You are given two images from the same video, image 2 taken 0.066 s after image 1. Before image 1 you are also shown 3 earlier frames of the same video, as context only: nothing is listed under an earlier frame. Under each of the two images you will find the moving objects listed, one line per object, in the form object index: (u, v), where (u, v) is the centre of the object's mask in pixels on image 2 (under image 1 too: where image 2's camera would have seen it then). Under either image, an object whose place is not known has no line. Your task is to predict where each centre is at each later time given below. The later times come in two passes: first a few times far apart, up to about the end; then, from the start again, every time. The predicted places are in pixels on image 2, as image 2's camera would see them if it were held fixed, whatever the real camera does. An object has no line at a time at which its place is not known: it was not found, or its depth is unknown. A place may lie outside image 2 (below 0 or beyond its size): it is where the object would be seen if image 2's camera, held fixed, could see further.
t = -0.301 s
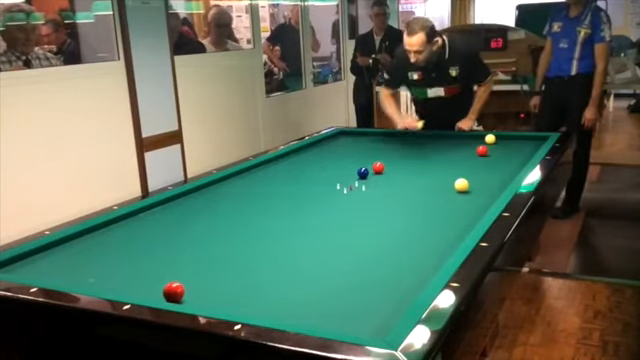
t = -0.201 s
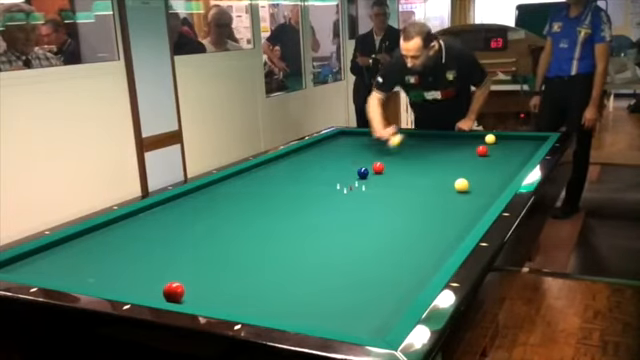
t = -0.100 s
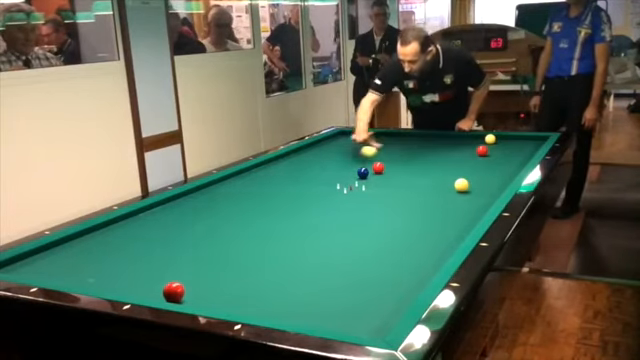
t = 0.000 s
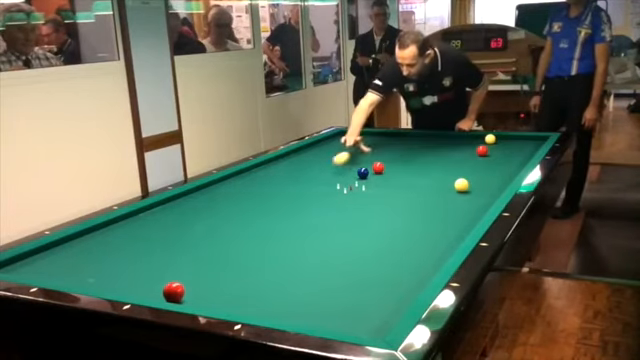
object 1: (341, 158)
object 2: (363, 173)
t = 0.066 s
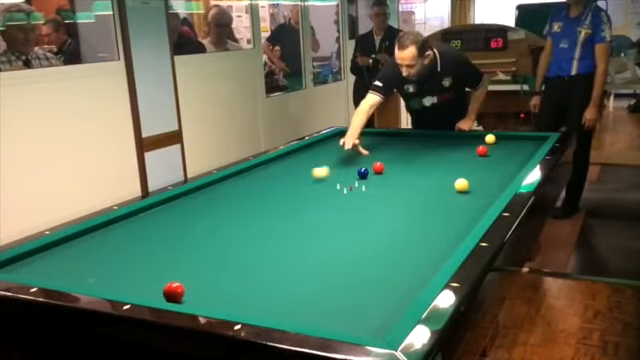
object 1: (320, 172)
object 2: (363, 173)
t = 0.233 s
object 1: (265, 190)
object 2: (363, 173)
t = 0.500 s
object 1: (157, 227)
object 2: (363, 173)
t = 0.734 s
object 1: (39, 265)
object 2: (363, 173)
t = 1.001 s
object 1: (80, 240)
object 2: (363, 173)
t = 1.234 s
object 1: (125, 217)
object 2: (363, 173)
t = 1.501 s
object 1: (171, 202)
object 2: (363, 173)
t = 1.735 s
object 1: (205, 191)
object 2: (363, 173)
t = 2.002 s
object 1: (237, 180)
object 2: (363, 173)
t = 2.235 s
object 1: (263, 171)
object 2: (363, 173)
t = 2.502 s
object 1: (289, 162)
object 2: (363, 173)
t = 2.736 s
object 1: (309, 155)
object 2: (363, 173)
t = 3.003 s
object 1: (330, 148)
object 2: (363, 173)
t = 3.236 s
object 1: (346, 143)
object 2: (363, 173)
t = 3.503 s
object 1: (364, 137)
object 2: (363, 173)
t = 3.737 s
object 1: (376, 133)
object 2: (363, 173)
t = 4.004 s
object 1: (373, 136)
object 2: (363, 173)
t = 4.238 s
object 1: (372, 139)
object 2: (363, 173)
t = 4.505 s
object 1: (371, 142)
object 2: (363, 173)
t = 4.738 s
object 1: (369, 145)
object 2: (363, 173)
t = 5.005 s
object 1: (368, 148)
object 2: (363, 173)
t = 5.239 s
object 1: (367, 151)
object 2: (363, 173)
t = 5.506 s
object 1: (365, 155)
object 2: (363, 173)
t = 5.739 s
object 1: (364, 158)
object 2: (363, 173)
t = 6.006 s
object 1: (362, 161)
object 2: (363, 173)
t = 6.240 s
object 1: (361, 163)
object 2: (363, 173)
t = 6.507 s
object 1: (358, 166)
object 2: (362, 173)
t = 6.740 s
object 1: (355, 170)
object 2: (364, 174)
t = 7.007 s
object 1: (352, 172)
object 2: (367, 176)
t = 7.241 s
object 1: (348, 173)
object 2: (370, 178)
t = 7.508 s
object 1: (345, 174)
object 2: (373, 180)
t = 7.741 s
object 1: (342, 175)
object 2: (376, 182)
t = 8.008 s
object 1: (339, 176)
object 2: (379, 183)
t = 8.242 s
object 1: (337, 177)
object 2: (381, 185)
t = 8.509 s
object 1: (334, 178)
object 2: (384, 186)
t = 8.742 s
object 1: (333, 179)
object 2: (386, 187)
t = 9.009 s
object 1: (331, 179)
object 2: (388, 189)
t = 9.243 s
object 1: (329, 180)
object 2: (390, 190)
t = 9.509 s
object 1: (329, 180)
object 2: (392, 191)
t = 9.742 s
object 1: (329, 180)
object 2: (394, 192)
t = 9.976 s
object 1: (328, 180)
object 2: (395, 193)
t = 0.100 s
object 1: (309, 173)
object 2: (363, 173)
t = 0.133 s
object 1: (299, 175)
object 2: (363, 173)
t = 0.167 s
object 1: (288, 179)
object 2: (363, 173)
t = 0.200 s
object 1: (276, 186)
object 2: (363, 173)
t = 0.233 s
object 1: (265, 190)
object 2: (363, 173)
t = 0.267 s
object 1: (252, 193)
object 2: (363, 173)
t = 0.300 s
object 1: (240, 198)
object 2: (363, 173)
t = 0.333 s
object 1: (227, 203)
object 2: (363, 173)
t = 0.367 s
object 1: (214, 207)
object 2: (363, 173)
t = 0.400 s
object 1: (200, 213)
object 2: (363, 173)
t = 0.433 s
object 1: (186, 217)
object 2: (363, 173)
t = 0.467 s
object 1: (171, 222)
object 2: (363, 173)
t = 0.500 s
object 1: (157, 227)
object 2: (363, 173)
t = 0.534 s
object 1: (141, 232)
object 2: (363, 173)
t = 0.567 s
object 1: (125, 237)
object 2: (363, 173)
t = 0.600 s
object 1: (109, 242)
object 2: (363, 173)
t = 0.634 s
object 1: (92, 248)
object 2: (363, 173)
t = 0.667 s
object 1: (76, 253)
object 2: (363, 173)
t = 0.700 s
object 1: (58, 259)
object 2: (363, 173)
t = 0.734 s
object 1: (39, 265)
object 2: (363, 173)
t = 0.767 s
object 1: (22, 269)
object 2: (363, 173)
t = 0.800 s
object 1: (21, 268)
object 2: (363, 173)
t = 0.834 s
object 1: (33, 263)
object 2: (363, 173)
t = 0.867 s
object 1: (44, 258)
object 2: (363, 173)
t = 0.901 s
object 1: (54, 253)
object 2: (363, 173)
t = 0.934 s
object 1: (63, 248)
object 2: (363, 173)
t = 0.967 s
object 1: (72, 244)
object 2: (363, 173)
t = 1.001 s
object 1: (80, 240)
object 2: (363, 173)
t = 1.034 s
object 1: (88, 236)
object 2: (363, 173)
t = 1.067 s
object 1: (95, 232)
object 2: (363, 173)
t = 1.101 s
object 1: (101, 229)
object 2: (363, 173)
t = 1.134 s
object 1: (107, 225)
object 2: (363, 173)
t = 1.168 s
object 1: (113, 222)
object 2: (363, 173)
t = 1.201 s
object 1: (118, 219)
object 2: (363, 173)
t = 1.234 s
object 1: (125, 217)
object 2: (363, 173)
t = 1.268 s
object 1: (131, 215)
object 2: (363, 173)
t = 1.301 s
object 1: (137, 213)
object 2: (363, 173)
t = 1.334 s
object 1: (143, 211)
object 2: (363, 173)
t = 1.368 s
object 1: (149, 209)
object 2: (363, 173)
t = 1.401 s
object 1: (155, 207)
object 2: (363, 173)
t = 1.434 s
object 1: (160, 206)
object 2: (363, 173)
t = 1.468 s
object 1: (166, 204)
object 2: (363, 173)
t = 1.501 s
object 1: (171, 202)
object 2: (363, 173)
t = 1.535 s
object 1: (176, 200)
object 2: (363, 173)
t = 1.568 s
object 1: (181, 198)
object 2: (363, 173)
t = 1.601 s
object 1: (186, 197)
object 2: (363, 173)
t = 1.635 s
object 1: (190, 195)
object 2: (363, 173)
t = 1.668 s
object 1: (195, 194)
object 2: (363, 173)
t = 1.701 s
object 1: (200, 192)
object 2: (363, 173)
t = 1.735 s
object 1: (205, 191)
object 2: (363, 173)
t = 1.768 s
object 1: (209, 189)
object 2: (363, 173)
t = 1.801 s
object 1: (213, 188)
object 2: (363, 173)
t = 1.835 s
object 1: (217, 186)
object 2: (363, 173)
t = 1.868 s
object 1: (221, 185)
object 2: (363, 173)
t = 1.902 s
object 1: (226, 184)
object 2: (363, 173)
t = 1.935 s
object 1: (230, 182)
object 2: (363, 173)
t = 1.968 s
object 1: (234, 181)
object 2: (363, 173)
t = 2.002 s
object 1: (237, 180)
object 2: (363, 173)
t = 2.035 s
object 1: (241, 178)
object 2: (363, 173)
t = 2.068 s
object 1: (245, 177)
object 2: (363, 173)
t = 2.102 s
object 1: (249, 176)
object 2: (363, 173)
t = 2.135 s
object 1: (252, 175)
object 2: (363, 173)
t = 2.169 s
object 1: (256, 173)
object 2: (363, 173)
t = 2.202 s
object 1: (259, 172)
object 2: (363, 173)
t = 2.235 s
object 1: (263, 171)
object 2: (363, 173)
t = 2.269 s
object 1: (266, 170)
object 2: (363, 173)
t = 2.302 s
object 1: (270, 169)
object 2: (363, 173)
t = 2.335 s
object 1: (273, 168)
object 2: (363, 173)
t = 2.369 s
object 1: (276, 166)
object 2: (363, 173)
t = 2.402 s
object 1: (280, 165)
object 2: (363, 173)
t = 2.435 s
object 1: (283, 164)
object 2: (363, 173)
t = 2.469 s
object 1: (286, 163)
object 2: (363, 173)
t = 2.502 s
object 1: (289, 162)
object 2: (363, 173)
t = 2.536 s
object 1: (292, 161)
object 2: (363, 173)
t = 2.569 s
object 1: (295, 160)
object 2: (363, 173)
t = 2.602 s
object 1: (298, 159)
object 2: (363, 173)
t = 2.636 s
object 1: (301, 158)
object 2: (363, 173)
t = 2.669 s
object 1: (304, 157)
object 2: (363, 173)
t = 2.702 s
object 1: (307, 156)
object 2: (363, 173)
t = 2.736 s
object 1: (309, 155)
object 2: (363, 173)
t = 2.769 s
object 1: (312, 155)
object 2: (363, 173)
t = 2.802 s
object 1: (315, 154)
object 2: (363, 173)
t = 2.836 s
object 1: (317, 153)
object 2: (363, 173)
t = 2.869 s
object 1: (320, 152)
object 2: (363, 173)
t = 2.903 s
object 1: (323, 151)
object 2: (363, 173)
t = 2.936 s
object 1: (325, 150)
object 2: (363, 173)
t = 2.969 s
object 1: (328, 149)
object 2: (363, 173)
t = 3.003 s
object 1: (330, 148)
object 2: (363, 173)
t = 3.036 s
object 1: (333, 147)
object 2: (363, 173)
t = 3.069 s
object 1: (335, 147)
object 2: (363, 173)
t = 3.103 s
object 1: (337, 146)
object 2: (363, 173)
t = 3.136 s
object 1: (340, 145)
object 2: (363, 173)
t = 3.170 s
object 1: (342, 144)
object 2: (363, 173)
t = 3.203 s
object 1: (344, 143)
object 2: (363, 173)
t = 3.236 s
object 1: (346, 143)
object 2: (363, 173)
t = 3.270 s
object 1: (349, 142)
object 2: (363, 173)
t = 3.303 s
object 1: (351, 141)
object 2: (363, 173)
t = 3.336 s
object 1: (353, 140)
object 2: (363, 173)
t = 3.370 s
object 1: (355, 140)
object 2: (363, 173)
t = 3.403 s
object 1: (357, 139)
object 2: (363, 173)
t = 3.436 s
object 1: (359, 138)
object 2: (363, 173)
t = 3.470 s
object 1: (361, 137)
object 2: (363, 173)
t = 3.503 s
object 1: (364, 137)
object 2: (363, 173)
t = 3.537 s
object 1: (366, 136)
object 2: (363, 173)
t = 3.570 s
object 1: (367, 135)
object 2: (363, 173)
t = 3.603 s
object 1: (369, 135)
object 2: (363, 173)
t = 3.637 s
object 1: (371, 134)
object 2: (363, 173)
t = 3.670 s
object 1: (373, 134)
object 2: (363, 173)
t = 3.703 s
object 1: (375, 133)
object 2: (363, 173)
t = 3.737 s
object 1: (376, 133)
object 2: (363, 173)
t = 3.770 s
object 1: (375, 134)
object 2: (363, 173)
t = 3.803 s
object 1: (375, 134)
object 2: (363, 173)
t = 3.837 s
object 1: (374, 134)
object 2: (363, 173)
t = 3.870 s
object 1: (374, 135)
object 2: (363, 173)
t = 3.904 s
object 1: (374, 135)
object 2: (363, 173)
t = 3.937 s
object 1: (373, 136)
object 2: (363, 173)
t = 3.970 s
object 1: (373, 136)
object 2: (363, 173)
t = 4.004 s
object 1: (373, 136)
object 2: (363, 173)
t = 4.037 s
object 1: (373, 137)
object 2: (363, 173)
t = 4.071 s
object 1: (373, 137)
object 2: (363, 173)
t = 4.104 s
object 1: (373, 137)
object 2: (363, 173)
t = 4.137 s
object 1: (373, 138)
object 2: (363, 173)
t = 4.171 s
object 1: (372, 138)
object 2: (363, 173)
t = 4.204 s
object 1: (372, 139)
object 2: (363, 173)
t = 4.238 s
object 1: (372, 139)
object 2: (363, 173)
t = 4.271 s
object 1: (372, 139)
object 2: (363, 173)
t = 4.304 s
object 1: (372, 140)
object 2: (363, 173)
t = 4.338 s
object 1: (372, 140)
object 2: (363, 173)
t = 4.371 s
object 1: (371, 140)
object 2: (363, 173)
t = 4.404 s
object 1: (371, 141)
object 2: (363, 173)
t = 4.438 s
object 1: (371, 141)
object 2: (363, 173)
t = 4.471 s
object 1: (371, 142)
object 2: (363, 173)
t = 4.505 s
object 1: (371, 142)
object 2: (363, 173)
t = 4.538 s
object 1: (371, 142)
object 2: (363, 173)
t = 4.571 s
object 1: (370, 143)
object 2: (363, 173)
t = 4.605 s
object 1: (370, 143)
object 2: (363, 173)
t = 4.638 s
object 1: (370, 144)
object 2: (363, 173)
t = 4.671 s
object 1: (370, 144)
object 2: (363, 173)
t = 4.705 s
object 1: (370, 145)
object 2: (363, 173)
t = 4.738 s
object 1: (369, 145)
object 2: (363, 173)
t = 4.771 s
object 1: (369, 145)
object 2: (363, 173)
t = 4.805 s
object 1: (369, 146)
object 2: (363, 173)
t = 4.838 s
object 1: (369, 146)
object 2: (363, 173)
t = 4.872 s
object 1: (369, 147)
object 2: (363, 173)
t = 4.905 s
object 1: (368, 147)
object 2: (363, 173)
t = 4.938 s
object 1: (368, 148)
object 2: (363, 173)
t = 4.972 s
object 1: (368, 148)
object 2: (363, 173)
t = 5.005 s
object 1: (368, 148)
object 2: (363, 173)
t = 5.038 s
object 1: (368, 149)
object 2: (363, 173)
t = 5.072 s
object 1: (368, 149)
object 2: (363, 173)
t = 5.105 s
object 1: (368, 150)
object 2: (363, 173)
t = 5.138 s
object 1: (367, 150)
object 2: (363, 173)
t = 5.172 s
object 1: (367, 151)
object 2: (363, 173)
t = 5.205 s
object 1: (367, 151)
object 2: (363, 173)
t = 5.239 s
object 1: (367, 151)
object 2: (363, 173)
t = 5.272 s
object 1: (367, 152)
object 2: (363, 173)
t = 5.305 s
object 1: (366, 152)
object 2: (363, 173)
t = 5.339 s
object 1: (366, 153)
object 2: (363, 173)
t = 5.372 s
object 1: (366, 153)
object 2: (363, 173)
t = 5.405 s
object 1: (366, 153)
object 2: (363, 173)
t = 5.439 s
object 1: (366, 154)
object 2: (363, 173)
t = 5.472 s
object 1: (365, 154)
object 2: (363, 173)
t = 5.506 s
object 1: (365, 155)
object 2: (363, 173)
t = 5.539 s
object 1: (365, 155)
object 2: (363, 173)
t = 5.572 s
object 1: (365, 156)
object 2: (363, 173)
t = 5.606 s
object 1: (365, 156)
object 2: (363, 173)
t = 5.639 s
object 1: (364, 156)
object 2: (363, 173)
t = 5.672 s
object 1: (364, 157)
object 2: (363, 173)
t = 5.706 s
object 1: (364, 157)
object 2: (363, 173)
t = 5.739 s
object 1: (364, 158)
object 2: (363, 173)
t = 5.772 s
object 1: (363, 158)
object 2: (363, 173)
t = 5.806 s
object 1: (363, 159)
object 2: (363, 173)
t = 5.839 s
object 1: (363, 159)
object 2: (363, 173)
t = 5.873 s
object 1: (363, 160)
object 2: (363, 173)
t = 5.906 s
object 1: (363, 160)
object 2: (363, 173)
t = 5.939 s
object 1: (362, 160)
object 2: (363, 173)
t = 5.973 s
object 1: (362, 161)
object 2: (363, 173)
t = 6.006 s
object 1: (362, 161)
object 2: (363, 173)
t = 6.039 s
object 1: (362, 162)
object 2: (363, 173)
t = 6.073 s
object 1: (362, 162)
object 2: (363, 173)
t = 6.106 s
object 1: (361, 162)
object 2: (363, 173)
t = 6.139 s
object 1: (361, 162)
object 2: (363, 173)
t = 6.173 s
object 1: (361, 163)
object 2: (363, 173)
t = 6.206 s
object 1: (361, 163)
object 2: (363, 173)
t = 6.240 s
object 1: (361, 163)
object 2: (363, 173)
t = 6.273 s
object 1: (361, 164)
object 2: (363, 173)
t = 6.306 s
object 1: (360, 164)
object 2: (363, 173)
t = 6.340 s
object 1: (360, 164)
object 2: (363, 173)
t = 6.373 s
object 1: (360, 164)
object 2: (362, 173)
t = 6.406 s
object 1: (359, 165)
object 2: (362, 173)
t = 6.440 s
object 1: (359, 165)
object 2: (362, 173)
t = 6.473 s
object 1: (359, 166)
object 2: (362, 173)
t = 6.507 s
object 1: (358, 166)
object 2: (362, 173)
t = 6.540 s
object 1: (358, 166)
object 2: (362, 173)
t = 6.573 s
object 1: (358, 167)
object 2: (362, 173)
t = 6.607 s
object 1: (357, 167)
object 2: (363, 173)
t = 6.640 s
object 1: (357, 168)
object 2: (363, 173)
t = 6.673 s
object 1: (356, 169)
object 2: (363, 173)
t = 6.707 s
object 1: (356, 169)
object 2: (364, 174)
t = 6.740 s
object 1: (355, 170)
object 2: (364, 174)
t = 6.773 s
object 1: (355, 170)
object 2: (365, 174)
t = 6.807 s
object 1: (355, 170)
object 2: (365, 174)
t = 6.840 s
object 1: (355, 171)
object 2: (365, 174)
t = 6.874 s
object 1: (355, 171)
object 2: (365, 175)
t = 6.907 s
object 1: (354, 171)
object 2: (366, 175)
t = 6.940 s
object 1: (353, 172)
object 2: (366, 175)
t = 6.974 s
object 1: (353, 172)
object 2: (366, 175)
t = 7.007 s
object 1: (352, 172)
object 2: (367, 176)
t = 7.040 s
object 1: (352, 172)
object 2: (368, 176)
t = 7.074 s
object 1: (351, 172)
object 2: (368, 177)
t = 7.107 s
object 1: (351, 172)
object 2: (369, 177)
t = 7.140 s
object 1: (350, 173)
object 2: (369, 177)
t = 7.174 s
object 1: (350, 173)
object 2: (369, 177)
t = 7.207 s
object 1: (349, 173)
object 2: (370, 178)
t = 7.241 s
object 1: (348, 173)
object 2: (370, 178)
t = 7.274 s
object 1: (348, 173)
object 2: (370, 178)
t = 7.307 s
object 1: (348, 173)
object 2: (371, 178)
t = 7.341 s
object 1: (347, 174)
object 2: (371, 178)
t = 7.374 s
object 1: (347, 174)
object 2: (371, 179)
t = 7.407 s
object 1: (346, 174)
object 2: (372, 179)
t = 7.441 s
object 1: (346, 174)
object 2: (372, 179)
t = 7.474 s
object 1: (345, 174)
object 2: (373, 180)
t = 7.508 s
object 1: (345, 174)
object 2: (373, 180)
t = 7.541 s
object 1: (344, 174)
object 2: (374, 180)
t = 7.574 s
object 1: (344, 175)
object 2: (374, 180)
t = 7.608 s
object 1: (343, 175)
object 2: (374, 181)
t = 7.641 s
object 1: (343, 175)
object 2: (375, 181)
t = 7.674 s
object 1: (342, 175)
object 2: (375, 181)
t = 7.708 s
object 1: (342, 175)
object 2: (375, 181)
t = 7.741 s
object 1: (342, 175)
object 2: (376, 182)
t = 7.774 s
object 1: (342, 176)
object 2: (376, 182)
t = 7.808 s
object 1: (341, 176)
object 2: (377, 182)
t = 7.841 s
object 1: (341, 176)
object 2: (377, 182)
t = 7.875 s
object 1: (340, 176)
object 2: (377, 182)
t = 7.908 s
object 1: (340, 176)
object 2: (378, 183)
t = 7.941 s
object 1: (340, 176)
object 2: (378, 182)
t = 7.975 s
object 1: (340, 176)
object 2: (378, 183)
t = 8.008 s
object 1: (339, 176)
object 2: (379, 183)
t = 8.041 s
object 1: (339, 177)
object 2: (379, 183)
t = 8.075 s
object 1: (338, 177)
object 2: (379, 184)
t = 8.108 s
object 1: (338, 177)
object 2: (380, 184)
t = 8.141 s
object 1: (338, 177)
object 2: (380, 184)
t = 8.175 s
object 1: (337, 177)
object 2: (380, 184)
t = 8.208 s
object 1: (337, 177)
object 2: (381, 184)
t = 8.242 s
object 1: (337, 177)
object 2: (381, 185)
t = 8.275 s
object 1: (337, 177)
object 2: (382, 185)
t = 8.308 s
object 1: (336, 177)
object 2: (382, 185)
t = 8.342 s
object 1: (336, 177)
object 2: (382, 185)
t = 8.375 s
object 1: (335, 178)
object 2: (383, 185)
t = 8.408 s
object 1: (335, 178)
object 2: (383, 186)
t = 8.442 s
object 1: (335, 178)
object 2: (383, 186)
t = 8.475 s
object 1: (335, 178)
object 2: (383, 186)
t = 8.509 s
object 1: (334, 178)
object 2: (384, 186)
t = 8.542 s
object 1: (334, 178)
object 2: (384, 187)
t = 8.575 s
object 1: (334, 178)
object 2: (385, 187)
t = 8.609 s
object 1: (334, 178)
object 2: (385, 187)
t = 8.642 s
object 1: (333, 178)
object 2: (385, 187)
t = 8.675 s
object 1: (333, 178)
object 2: (386, 187)
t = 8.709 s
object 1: (333, 179)
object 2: (386, 188)
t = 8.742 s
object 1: (333, 179)
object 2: (386, 187)
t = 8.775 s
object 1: (332, 179)
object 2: (386, 188)
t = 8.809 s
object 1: (332, 179)
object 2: (386, 188)
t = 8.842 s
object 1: (332, 179)
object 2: (387, 188)
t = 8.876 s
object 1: (332, 179)
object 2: (387, 188)
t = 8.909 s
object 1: (331, 179)
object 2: (387, 188)
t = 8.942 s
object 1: (331, 179)
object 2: (388, 189)
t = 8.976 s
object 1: (331, 179)
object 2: (388, 189)
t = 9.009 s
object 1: (331, 179)
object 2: (388, 189)
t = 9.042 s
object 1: (331, 179)
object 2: (388, 189)
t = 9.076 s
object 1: (330, 179)
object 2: (389, 189)
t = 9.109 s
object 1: (330, 179)
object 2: (389, 190)
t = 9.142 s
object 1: (330, 179)
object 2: (389, 190)
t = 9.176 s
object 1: (330, 179)
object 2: (389, 190)
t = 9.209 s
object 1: (329, 179)
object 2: (390, 190)
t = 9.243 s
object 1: (329, 180)
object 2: (390, 190)
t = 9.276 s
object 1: (329, 180)
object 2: (390, 190)
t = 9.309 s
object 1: (329, 180)
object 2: (391, 190)
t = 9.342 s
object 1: (329, 180)
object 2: (391, 190)
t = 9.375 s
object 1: (329, 180)
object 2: (391, 190)
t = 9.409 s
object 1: (329, 180)
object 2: (391, 191)
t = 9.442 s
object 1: (329, 180)
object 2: (392, 191)
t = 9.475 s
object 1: (329, 180)
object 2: (392, 191)
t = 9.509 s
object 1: (329, 180)
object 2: (392, 191)
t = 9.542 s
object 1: (329, 180)
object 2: (392, 191)
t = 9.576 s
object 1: (329, 180)
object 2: (392, 192)
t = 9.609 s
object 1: (329, 180)
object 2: (393, 192)
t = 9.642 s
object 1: (329, 180)
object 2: (393, 192)
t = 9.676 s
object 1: (329, 180)
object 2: (393, 192)
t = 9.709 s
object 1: (329, 180)
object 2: (393, 192)
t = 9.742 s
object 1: (329, 180)
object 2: (394, 192)
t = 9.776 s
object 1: (329, 180)
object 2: (394, 192)
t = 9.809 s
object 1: (329, 180)
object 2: (394, 192)
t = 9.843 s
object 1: (328, 180)
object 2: (394, 192)
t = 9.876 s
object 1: (328, 180)
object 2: (395, 193)
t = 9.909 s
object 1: (328, 180)
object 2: (395, 193)
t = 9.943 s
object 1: (328, 180)
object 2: (395, 193)
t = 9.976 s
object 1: (328, 180)
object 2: (395, 193)
